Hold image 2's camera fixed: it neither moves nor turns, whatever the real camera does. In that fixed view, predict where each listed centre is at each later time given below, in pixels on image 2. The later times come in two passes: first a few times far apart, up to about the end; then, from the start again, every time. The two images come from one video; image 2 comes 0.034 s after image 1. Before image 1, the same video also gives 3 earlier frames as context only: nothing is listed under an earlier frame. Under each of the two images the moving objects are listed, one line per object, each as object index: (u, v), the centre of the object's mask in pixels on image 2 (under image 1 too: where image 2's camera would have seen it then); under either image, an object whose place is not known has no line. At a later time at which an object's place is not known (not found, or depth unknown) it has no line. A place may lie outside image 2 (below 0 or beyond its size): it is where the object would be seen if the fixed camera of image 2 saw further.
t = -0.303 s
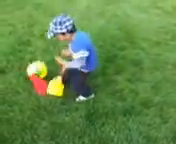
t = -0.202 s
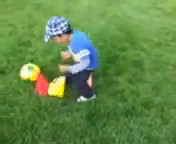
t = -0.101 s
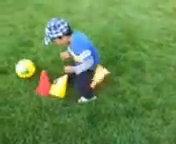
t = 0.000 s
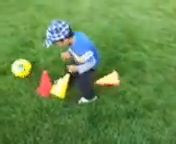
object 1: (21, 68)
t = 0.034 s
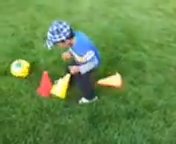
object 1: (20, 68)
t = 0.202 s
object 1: (15, 64)
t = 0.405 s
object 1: (15, 63)
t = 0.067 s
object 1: (18, 67)
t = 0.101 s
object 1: (17, 66)
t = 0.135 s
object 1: (16, 65)
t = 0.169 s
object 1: (16, 65)
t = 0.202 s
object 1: (15, 64)
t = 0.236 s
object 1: (15, 64)
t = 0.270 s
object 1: (14, 63)
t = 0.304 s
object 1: (14, 63)
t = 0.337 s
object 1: (14, 63)
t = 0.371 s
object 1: (14, 63)
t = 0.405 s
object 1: (15, 63)
